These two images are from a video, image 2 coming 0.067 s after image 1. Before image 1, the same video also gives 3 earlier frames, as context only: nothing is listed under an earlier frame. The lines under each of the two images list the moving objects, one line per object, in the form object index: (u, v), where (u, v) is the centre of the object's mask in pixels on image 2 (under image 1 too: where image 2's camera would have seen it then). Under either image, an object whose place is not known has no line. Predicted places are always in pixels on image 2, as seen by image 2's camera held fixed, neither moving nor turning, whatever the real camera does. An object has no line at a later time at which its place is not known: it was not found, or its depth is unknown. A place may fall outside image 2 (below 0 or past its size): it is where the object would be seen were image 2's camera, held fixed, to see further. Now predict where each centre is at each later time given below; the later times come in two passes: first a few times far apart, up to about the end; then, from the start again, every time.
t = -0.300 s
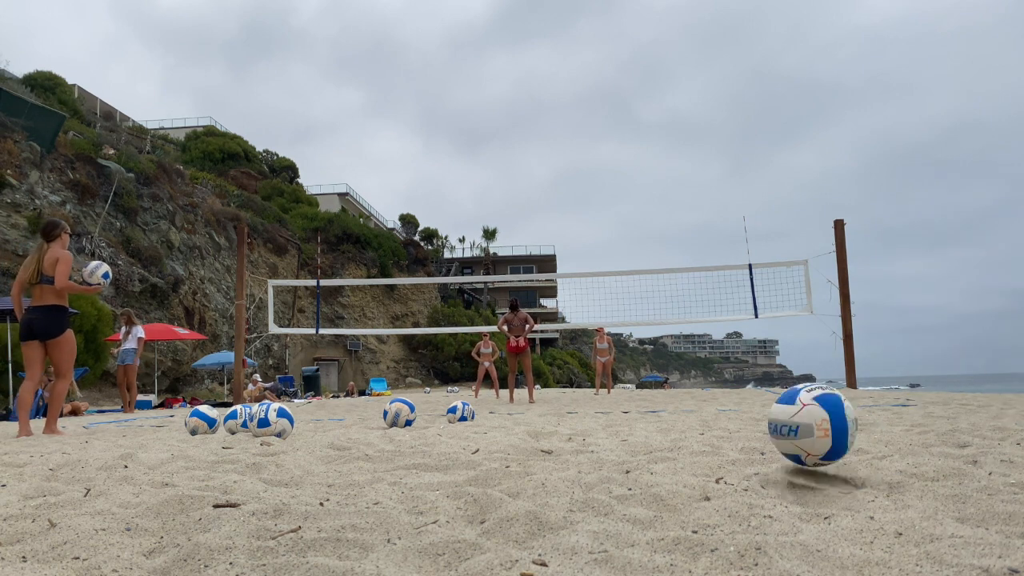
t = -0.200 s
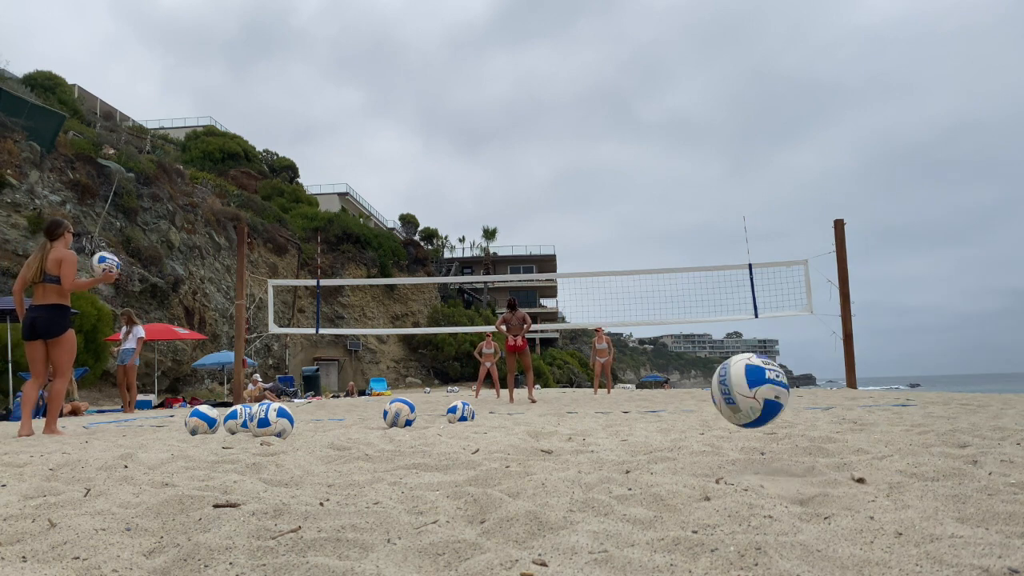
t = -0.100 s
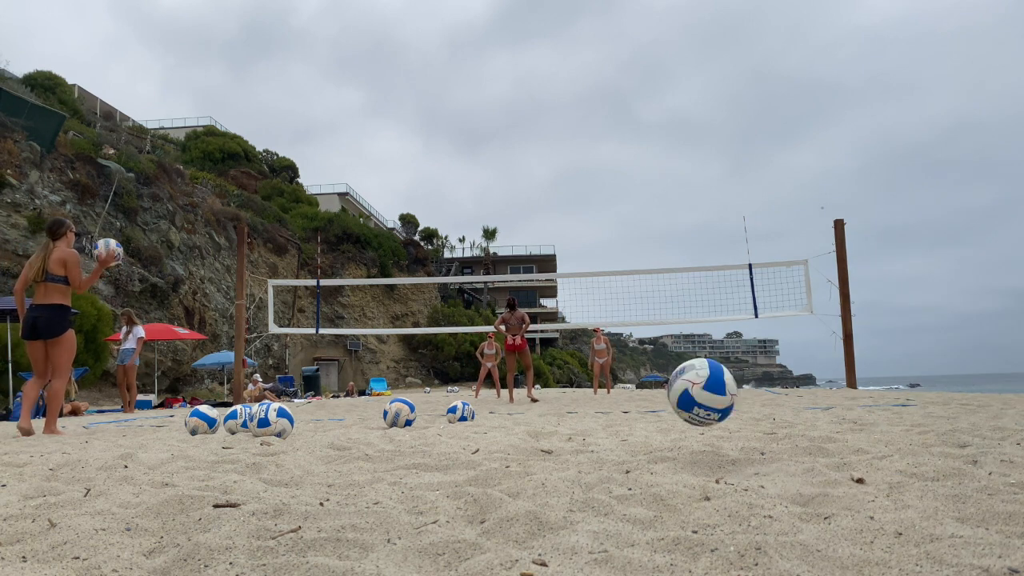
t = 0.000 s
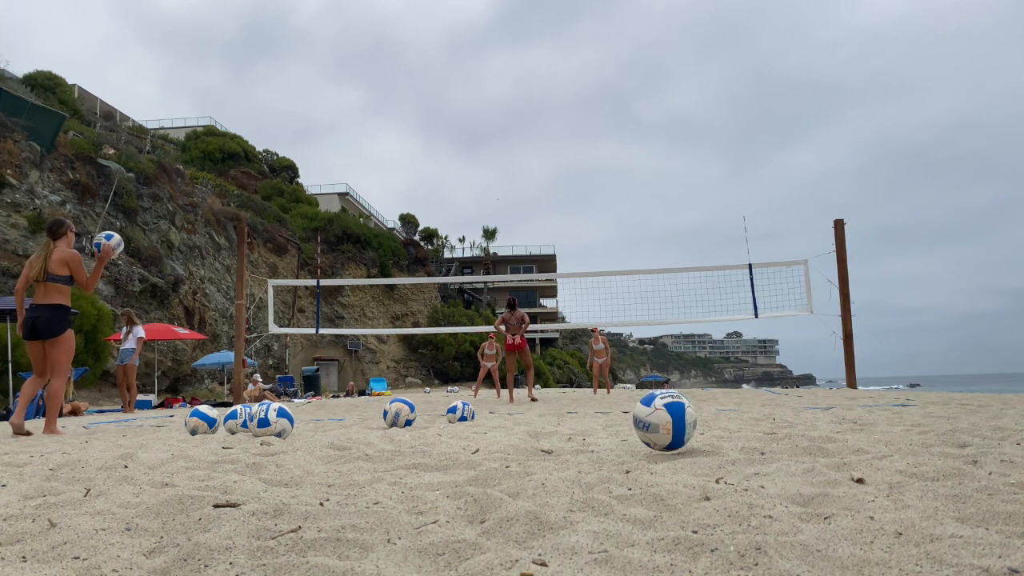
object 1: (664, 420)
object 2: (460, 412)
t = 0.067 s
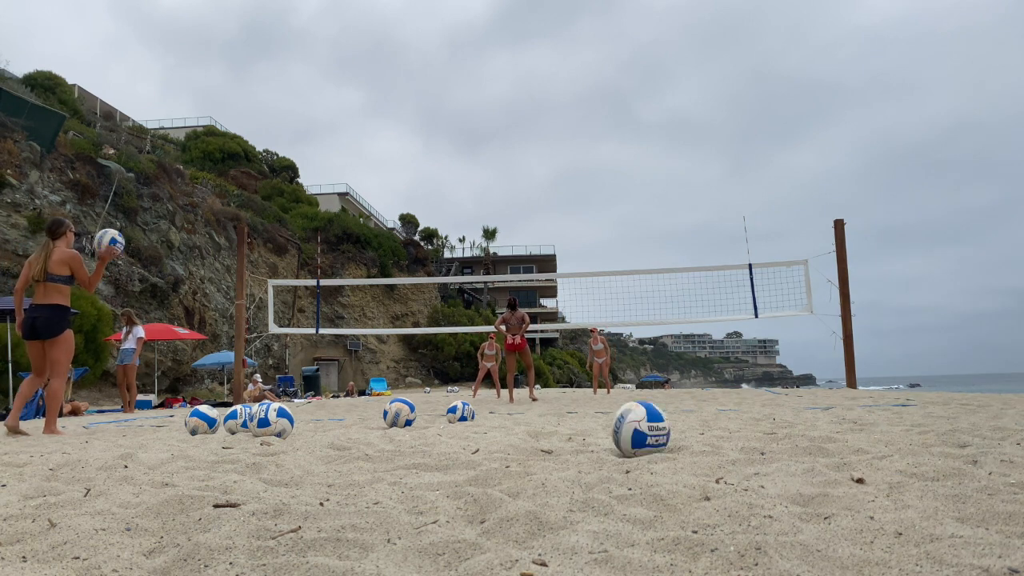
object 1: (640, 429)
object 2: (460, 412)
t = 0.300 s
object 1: (581, 419)
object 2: (460, 412)
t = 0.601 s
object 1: (523, 411)
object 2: (460, 412)
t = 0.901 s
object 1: (491, 414)
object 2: (459, 412)
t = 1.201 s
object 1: (487, 413)
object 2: (458, 412)
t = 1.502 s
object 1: (488, 410)
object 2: (458, 412)
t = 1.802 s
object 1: (489, 410)
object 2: (459, 412)
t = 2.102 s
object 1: (485, 409)
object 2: (458, 412)
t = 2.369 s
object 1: (476, 410)
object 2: (454, 412)
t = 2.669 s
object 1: (466, 413)
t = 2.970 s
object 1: (466, 414)
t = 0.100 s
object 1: (629, 425)
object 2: (460, 412)
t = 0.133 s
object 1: (620, 418)
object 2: (460, 412)
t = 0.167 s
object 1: (612, 414)
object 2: (460, 412)
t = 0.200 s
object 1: (604, 412)
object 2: (460, 412)
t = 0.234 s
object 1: (596, 413)
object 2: (460, 412)
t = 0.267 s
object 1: (589, 416)
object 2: (460, 412)
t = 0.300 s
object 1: (581, 419)
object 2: (460, 412)
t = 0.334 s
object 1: (574, 415)
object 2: (460, 412)
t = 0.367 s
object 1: (566, 412)
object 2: (460, 412)
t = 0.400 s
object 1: (559, 411)
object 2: (460, 412)
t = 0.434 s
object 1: (551, 412)
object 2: (460, 412)
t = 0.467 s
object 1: (544, 415)
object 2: (460, 412)
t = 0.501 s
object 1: (538, 417)
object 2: (460, 412)
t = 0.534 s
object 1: (532, 417)
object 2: (460, 412)
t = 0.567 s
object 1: (527, 414)
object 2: (460, 412)
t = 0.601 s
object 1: (523, 411)
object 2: (460, 412)
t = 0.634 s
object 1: (519, 410)
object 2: (460, 412)
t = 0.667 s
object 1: (515, 410)
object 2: (460, 412)
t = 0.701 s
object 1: (511, 410)
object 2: (460, 412)
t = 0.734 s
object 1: (508, 410)
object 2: (460, 412)
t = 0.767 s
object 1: (504, 410)
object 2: (460, 412)
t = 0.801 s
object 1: (500, 410)
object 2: (460, 412)
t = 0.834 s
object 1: (497, 412)
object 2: (460, 412)
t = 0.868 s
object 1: (493, 414)
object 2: (459, 412)
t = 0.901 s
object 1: (491, 414)
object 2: (459, 412)
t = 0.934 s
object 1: (490, 413)
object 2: (458, 412)
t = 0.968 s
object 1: (489, 412)
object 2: (458, 412)
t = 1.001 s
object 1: (488, 412)
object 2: (458, 412)
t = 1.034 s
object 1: (487, 412)
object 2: (458, 412)
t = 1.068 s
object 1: (487, 412)
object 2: (458, 412)
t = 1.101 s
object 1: (487, 412)
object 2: (458, 412)
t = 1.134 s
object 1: (488, 412)
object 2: (458, 411)
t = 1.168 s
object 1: (487, 413)
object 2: (458, 412)
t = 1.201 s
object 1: (487, 413)
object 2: (458, 412)
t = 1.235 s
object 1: (487, 413)
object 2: (458, 412)
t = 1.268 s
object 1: (487, 411)
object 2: (458, 412)
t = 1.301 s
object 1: (487, 410)
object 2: (458, 412)
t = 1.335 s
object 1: (488, 410)
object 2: (458, 412)
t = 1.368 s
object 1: (488, 411)
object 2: (458, 412)
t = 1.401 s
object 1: (488, 412)
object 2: (458, 412)
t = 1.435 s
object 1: (488, 412)
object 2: (458, 412)
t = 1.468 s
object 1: (488, 411)
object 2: (458, 412)
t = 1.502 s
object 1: (488, 410)
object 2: (458, 412)
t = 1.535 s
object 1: (488, 409)
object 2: (458, 412)
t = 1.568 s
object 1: (488, 409)
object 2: (458, 412)
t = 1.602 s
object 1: (488, 408)
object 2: (458, 412)
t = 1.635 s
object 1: (488, 409)
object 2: (458, 412)
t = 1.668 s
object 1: (488, 408)
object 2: (458, 412)
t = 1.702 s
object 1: (488, 409)
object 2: (458, 412)
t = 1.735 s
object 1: (489, 409)
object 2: (459, 412)
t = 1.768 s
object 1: (489, 410)
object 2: (459, 412)
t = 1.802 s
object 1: (489, 410)
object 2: (459, 412)
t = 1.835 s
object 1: (489, 410)
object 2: (459, 412)
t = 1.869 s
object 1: (489, 409)
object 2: (459, 412)
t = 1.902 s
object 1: (489, 409)
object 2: (459, 412)
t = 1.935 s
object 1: (489, 409)
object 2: (459, 412)
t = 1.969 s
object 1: (489, 409)
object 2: (459, 412)
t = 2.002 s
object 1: (488, 409)
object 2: (459, 412)
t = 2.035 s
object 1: (487, 409)
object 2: (459, 412)
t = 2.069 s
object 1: (487, 409)
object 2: (458, 412)
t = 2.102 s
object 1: (485, 409)
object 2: (458, 412)
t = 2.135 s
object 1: (485, 408)
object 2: (458, 412)
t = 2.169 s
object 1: (484, 409)
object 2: (457, 412)
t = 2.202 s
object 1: (482, 408)
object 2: (457, 412)
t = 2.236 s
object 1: (481, 409)
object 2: (456, 412)
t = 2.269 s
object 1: (480, 409)
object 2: (456, 412)
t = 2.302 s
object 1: (479, 409)
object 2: (456, 412)
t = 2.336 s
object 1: (477, 409)
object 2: (455, 412)
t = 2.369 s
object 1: (476, 410)
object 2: (454, 412)
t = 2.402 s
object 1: (474, 410)
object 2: (453, 412)
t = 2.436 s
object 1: (474, 411)
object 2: (453, 412)
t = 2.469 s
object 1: (473, 411)
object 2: (453, 412)
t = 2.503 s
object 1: (472, 412)
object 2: (453, 412)
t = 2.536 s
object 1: (470, 413)
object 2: (452, 411)
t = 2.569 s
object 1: (470, 413)
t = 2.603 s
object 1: (468, 414)
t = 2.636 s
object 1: (466, 414)
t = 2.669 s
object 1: (466, 413)
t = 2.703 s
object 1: (466, 413)
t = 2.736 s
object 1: (466, 413)
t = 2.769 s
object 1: (466, 413)
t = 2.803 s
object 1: (466, 413)
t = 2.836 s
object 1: (466, 413)
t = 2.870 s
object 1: (466, 413)
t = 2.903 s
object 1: (466, 413)
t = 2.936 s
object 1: (466, 414)
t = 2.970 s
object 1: (466, 414)
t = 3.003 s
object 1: (466, 414)
